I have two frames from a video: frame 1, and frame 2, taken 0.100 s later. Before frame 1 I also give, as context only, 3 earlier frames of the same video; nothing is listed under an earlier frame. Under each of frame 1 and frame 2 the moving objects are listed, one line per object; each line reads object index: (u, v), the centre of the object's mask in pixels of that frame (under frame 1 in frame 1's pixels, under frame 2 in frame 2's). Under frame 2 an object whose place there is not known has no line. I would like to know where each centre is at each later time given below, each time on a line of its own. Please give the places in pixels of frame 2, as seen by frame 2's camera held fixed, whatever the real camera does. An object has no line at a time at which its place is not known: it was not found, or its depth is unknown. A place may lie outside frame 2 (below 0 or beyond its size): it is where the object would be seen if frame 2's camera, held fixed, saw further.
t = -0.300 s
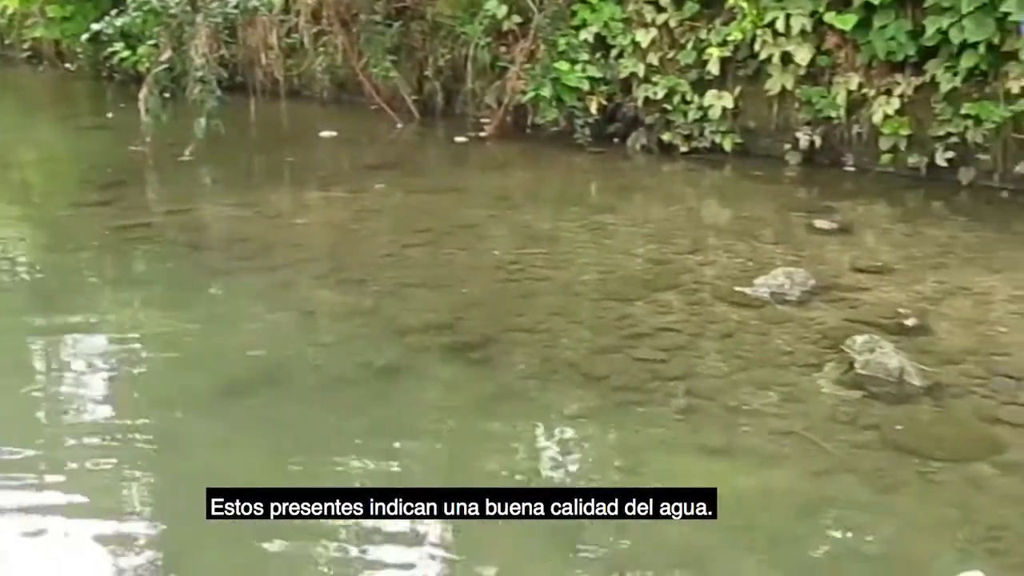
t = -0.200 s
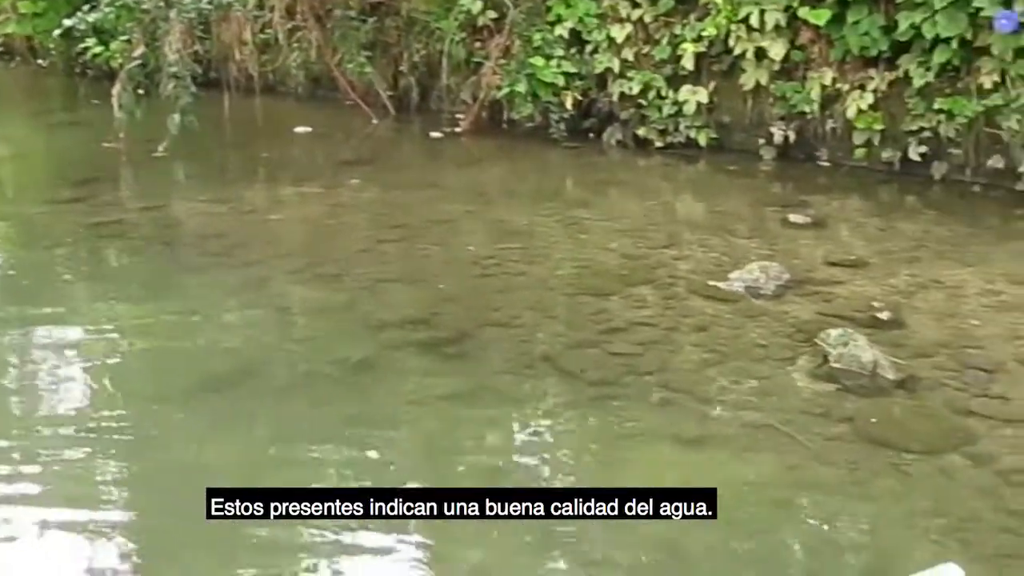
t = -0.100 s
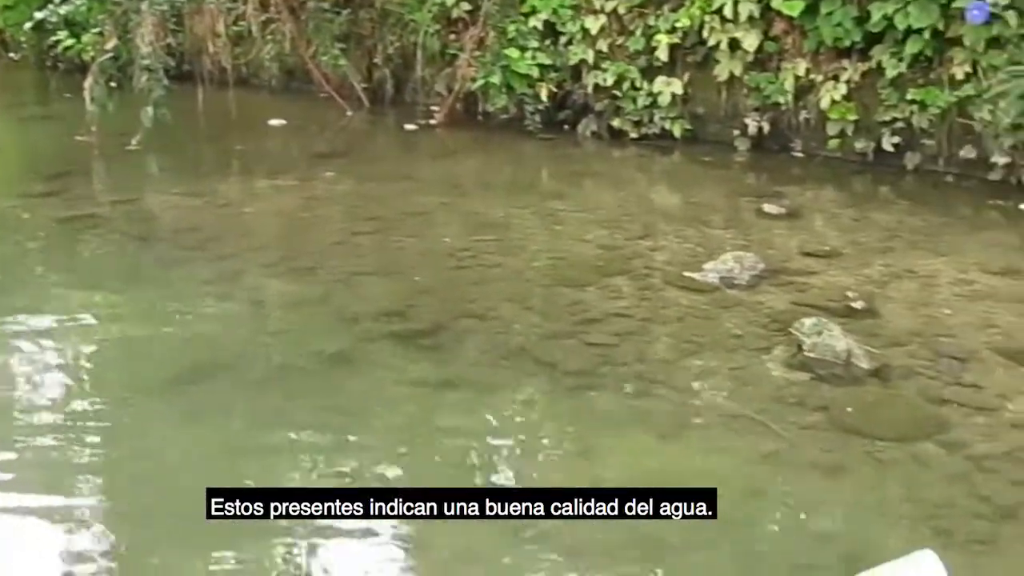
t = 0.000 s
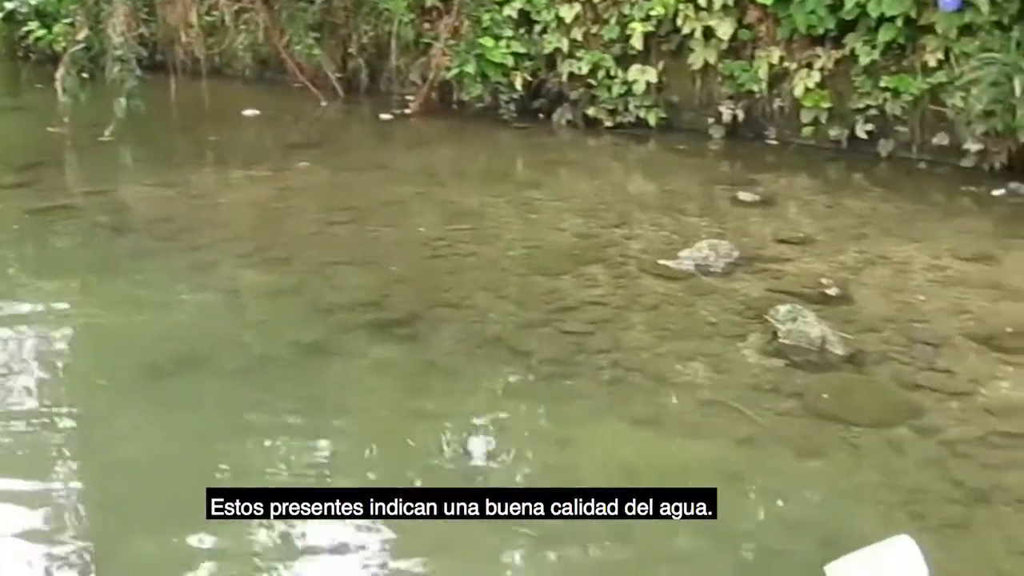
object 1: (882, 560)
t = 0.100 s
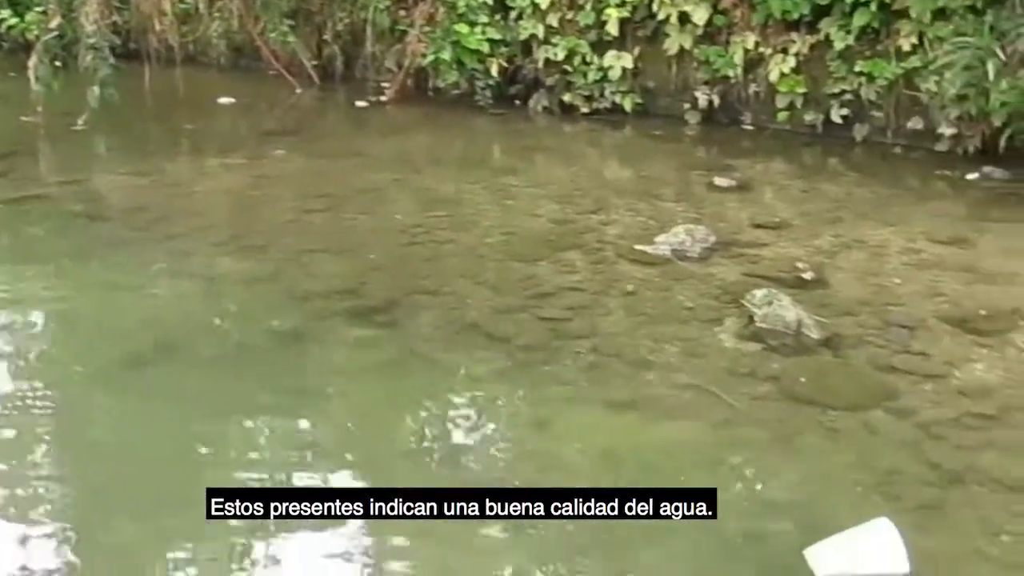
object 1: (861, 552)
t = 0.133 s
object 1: (861, 554)
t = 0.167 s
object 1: (863, 555)
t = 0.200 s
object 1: (865, 555)
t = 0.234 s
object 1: (866, 556)
